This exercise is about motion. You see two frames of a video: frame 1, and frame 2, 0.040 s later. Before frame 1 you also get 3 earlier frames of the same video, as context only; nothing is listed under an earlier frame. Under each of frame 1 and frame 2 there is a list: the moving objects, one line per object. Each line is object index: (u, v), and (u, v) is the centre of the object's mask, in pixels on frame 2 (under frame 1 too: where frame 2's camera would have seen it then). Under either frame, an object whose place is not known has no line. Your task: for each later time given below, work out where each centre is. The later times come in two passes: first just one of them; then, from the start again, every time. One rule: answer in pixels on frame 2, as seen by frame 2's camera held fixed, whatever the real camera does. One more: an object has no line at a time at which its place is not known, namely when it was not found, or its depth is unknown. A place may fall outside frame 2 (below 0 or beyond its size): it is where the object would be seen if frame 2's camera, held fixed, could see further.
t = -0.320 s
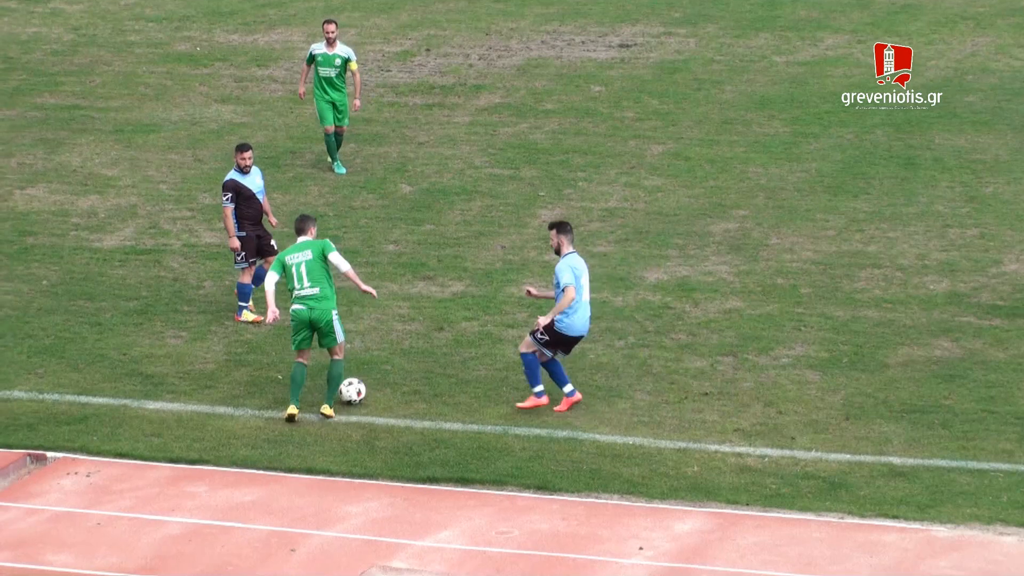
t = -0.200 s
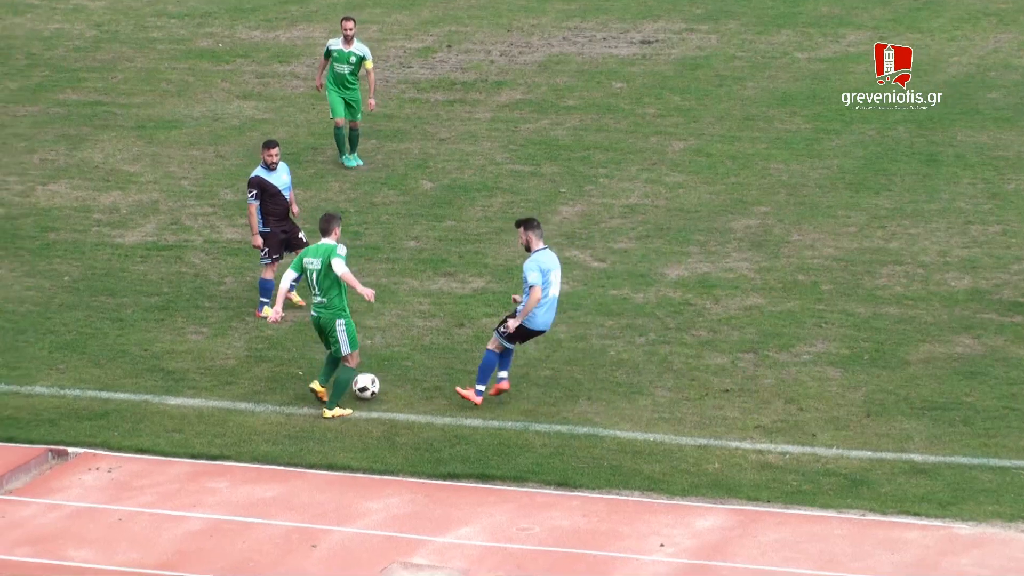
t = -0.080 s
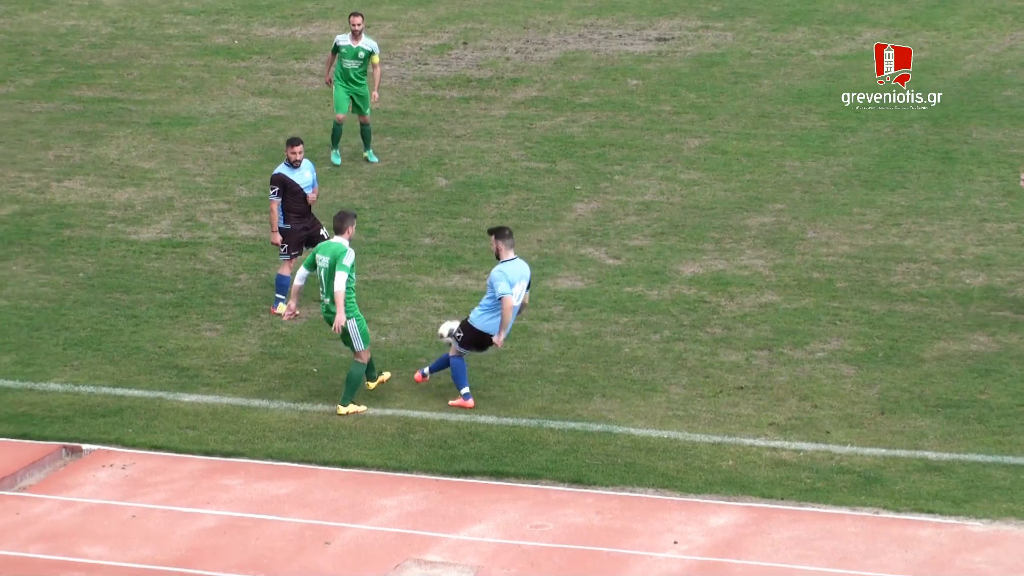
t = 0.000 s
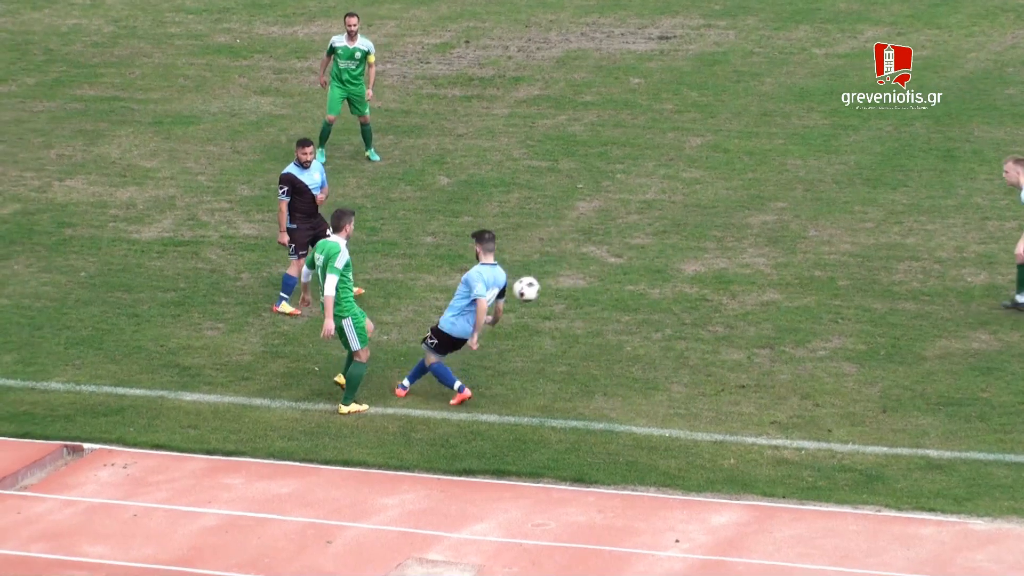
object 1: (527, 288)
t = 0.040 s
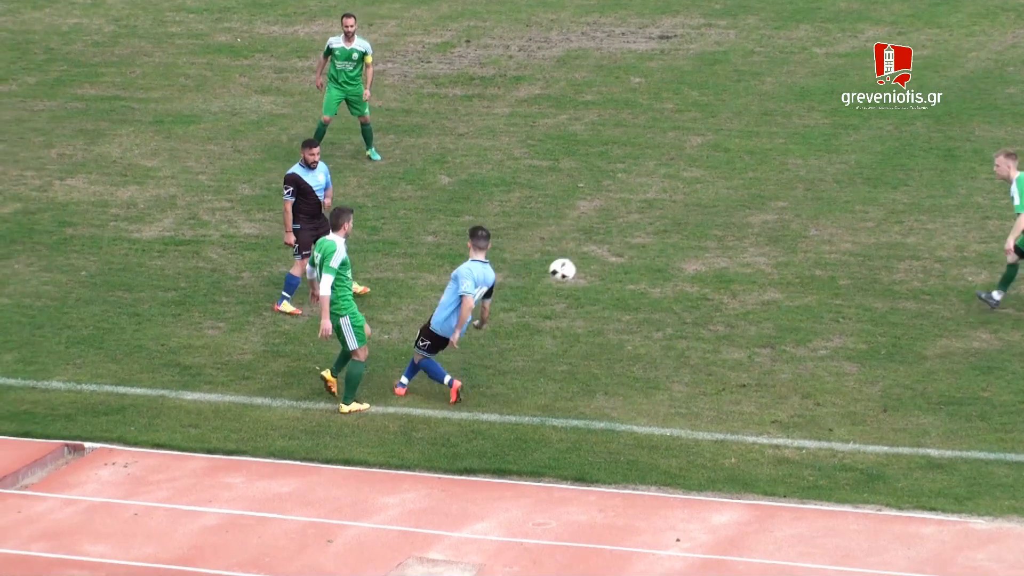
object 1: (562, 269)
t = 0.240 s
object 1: (728, 210)
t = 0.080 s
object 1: (597, 254)
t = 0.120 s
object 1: (631, 240)
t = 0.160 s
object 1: (664, 228)
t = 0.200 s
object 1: (696, 218)
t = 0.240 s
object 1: (728, 210)
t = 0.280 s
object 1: (759, 204)
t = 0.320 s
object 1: (789, 198)
